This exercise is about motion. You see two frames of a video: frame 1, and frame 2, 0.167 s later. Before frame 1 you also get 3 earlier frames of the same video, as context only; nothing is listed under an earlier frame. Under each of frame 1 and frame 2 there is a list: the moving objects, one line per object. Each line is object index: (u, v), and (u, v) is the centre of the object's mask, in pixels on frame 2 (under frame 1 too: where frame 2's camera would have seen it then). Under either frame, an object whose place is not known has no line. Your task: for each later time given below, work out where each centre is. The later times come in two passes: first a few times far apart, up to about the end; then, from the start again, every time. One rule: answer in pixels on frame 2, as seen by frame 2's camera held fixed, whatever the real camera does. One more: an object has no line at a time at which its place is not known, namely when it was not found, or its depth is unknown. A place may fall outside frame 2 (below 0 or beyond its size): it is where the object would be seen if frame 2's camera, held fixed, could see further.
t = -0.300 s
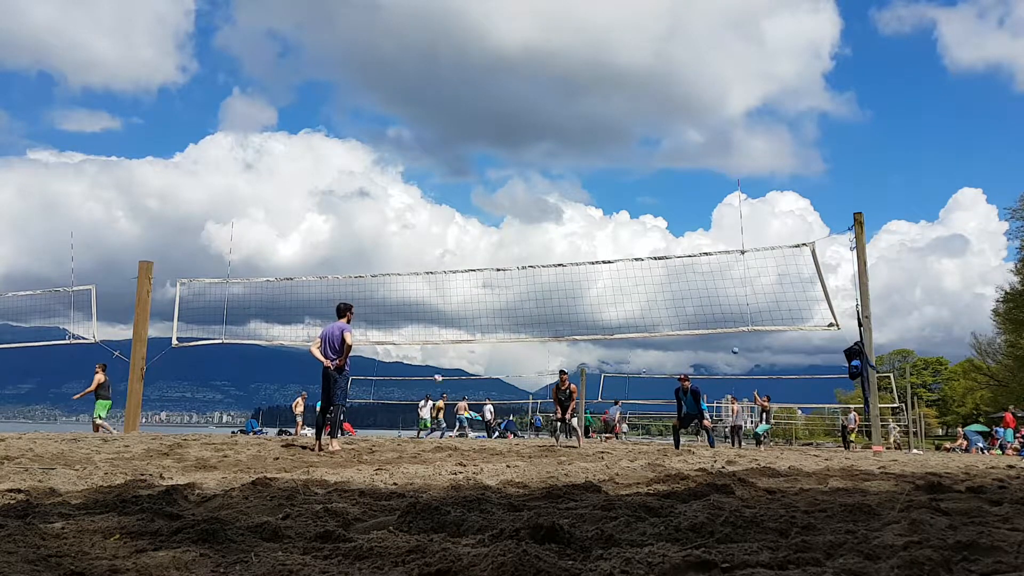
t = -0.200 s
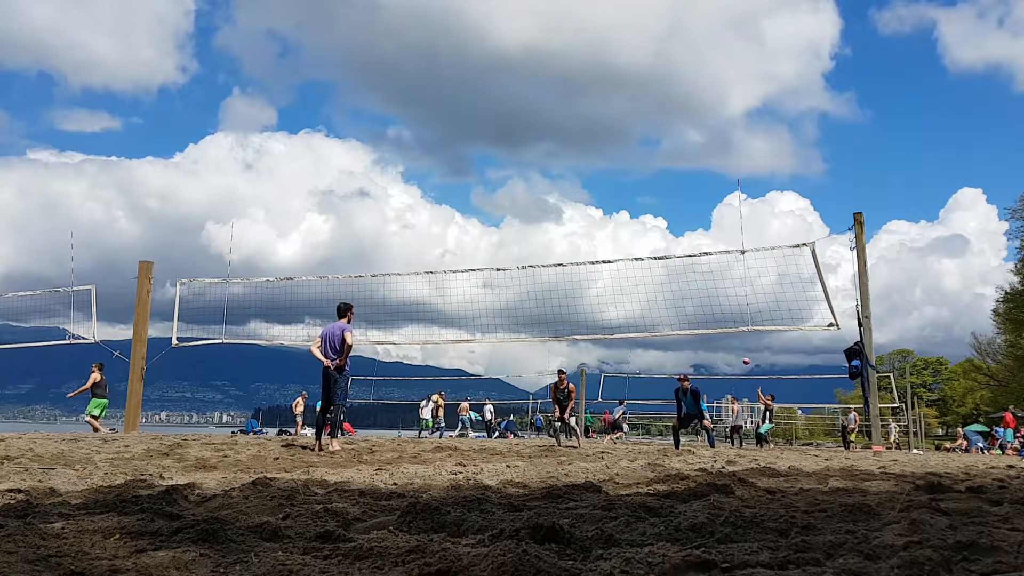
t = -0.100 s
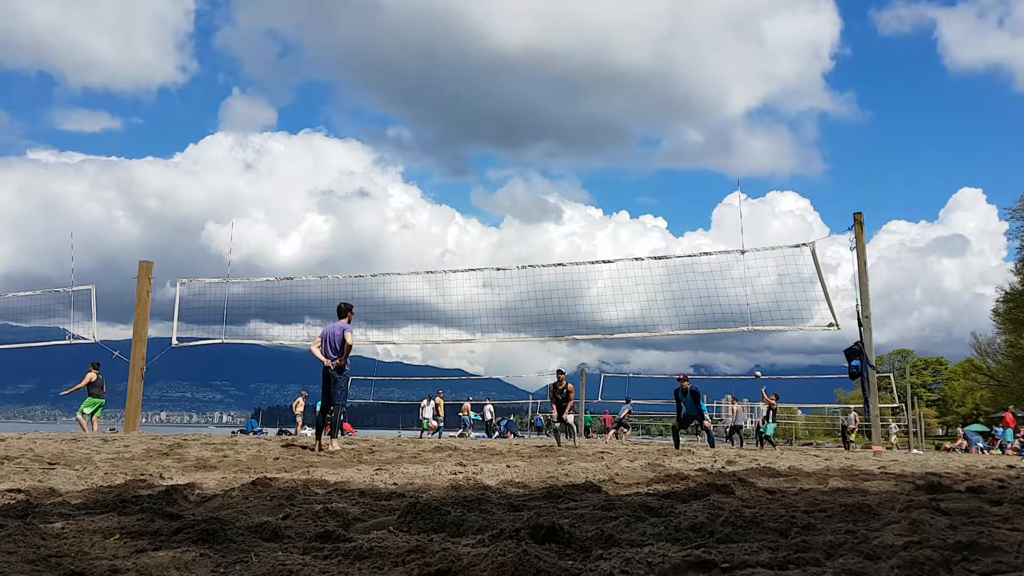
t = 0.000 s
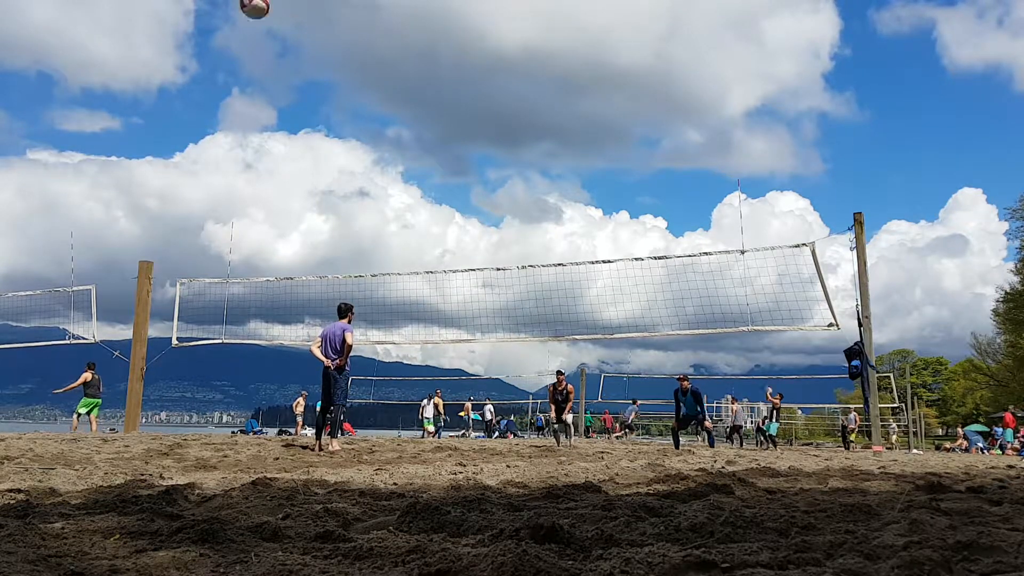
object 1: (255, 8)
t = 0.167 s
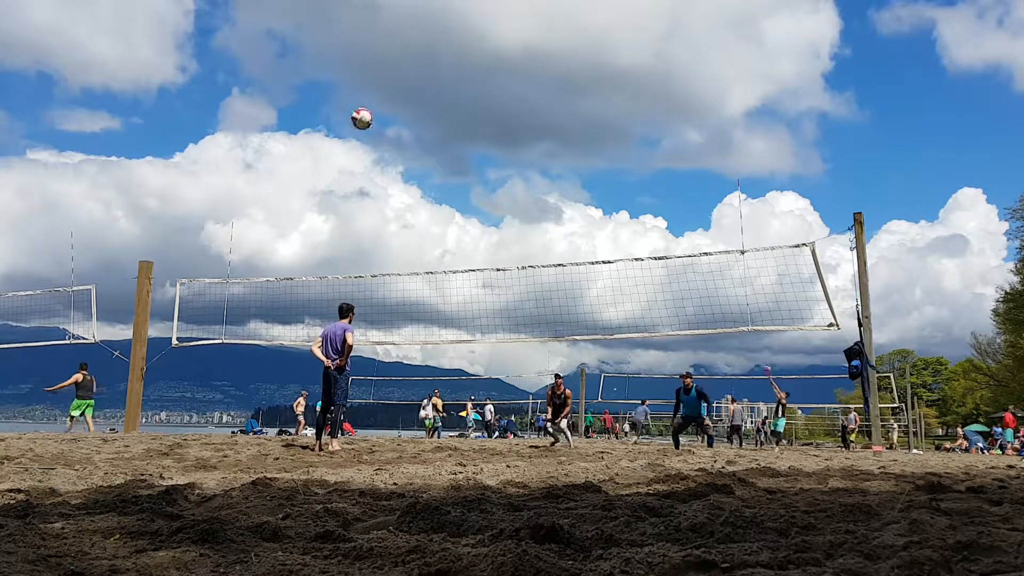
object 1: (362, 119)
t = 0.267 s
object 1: (397, 173)
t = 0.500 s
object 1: (444, 285)
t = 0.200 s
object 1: (375, 138)
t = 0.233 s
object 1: (387, 155)
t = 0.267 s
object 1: (397, 173)
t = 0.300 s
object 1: (406, 190)
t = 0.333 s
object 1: (413, 208)
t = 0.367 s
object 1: (420, 224)
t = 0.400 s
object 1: (427, 239)
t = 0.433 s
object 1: (433, 254)
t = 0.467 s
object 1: (439, 269)
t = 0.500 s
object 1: (444, 285)
